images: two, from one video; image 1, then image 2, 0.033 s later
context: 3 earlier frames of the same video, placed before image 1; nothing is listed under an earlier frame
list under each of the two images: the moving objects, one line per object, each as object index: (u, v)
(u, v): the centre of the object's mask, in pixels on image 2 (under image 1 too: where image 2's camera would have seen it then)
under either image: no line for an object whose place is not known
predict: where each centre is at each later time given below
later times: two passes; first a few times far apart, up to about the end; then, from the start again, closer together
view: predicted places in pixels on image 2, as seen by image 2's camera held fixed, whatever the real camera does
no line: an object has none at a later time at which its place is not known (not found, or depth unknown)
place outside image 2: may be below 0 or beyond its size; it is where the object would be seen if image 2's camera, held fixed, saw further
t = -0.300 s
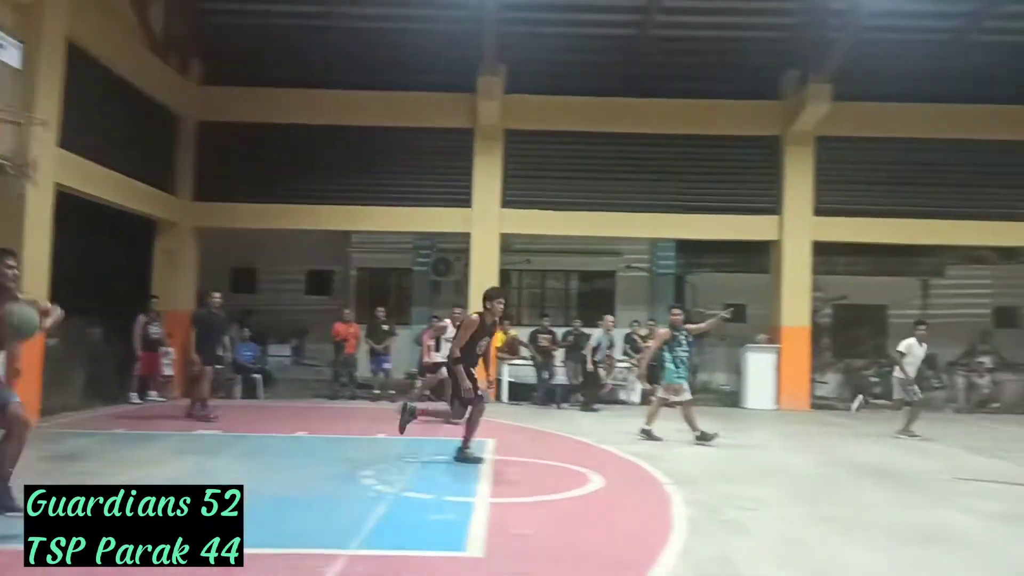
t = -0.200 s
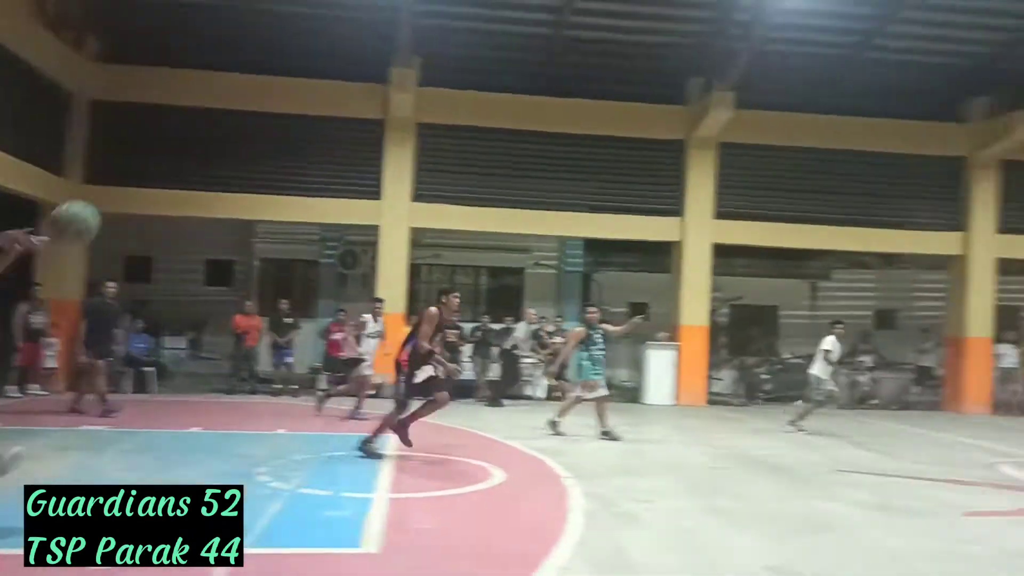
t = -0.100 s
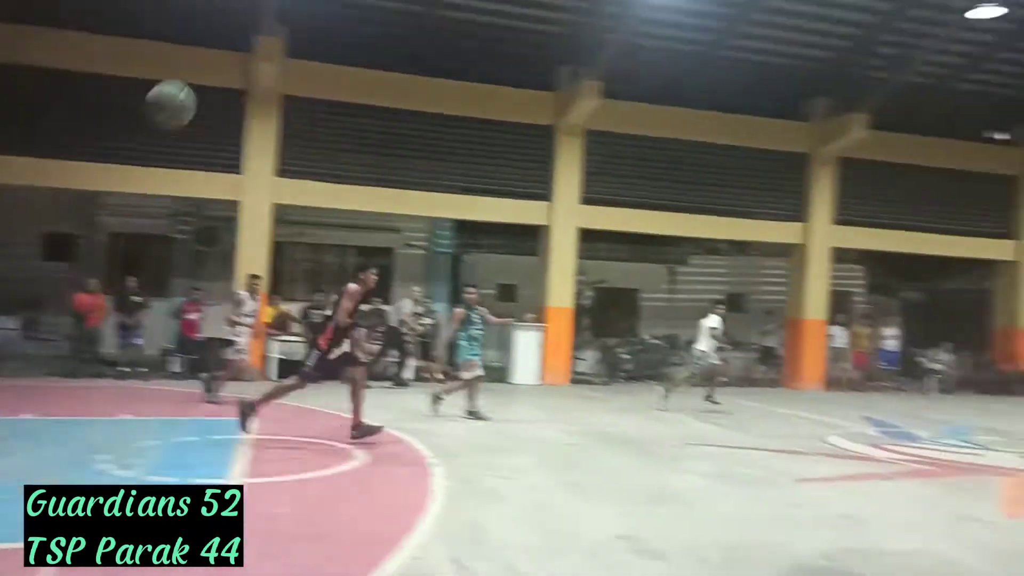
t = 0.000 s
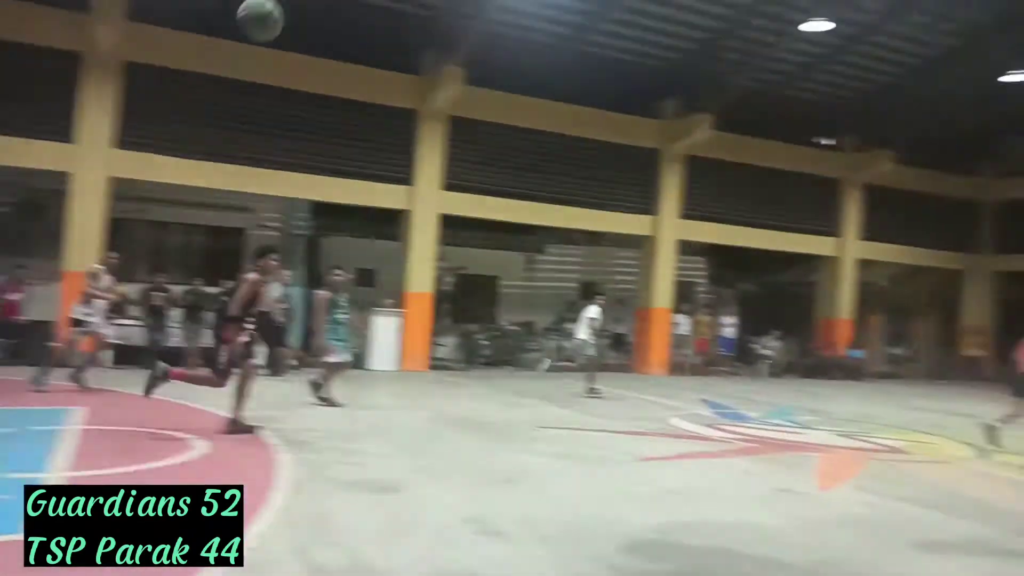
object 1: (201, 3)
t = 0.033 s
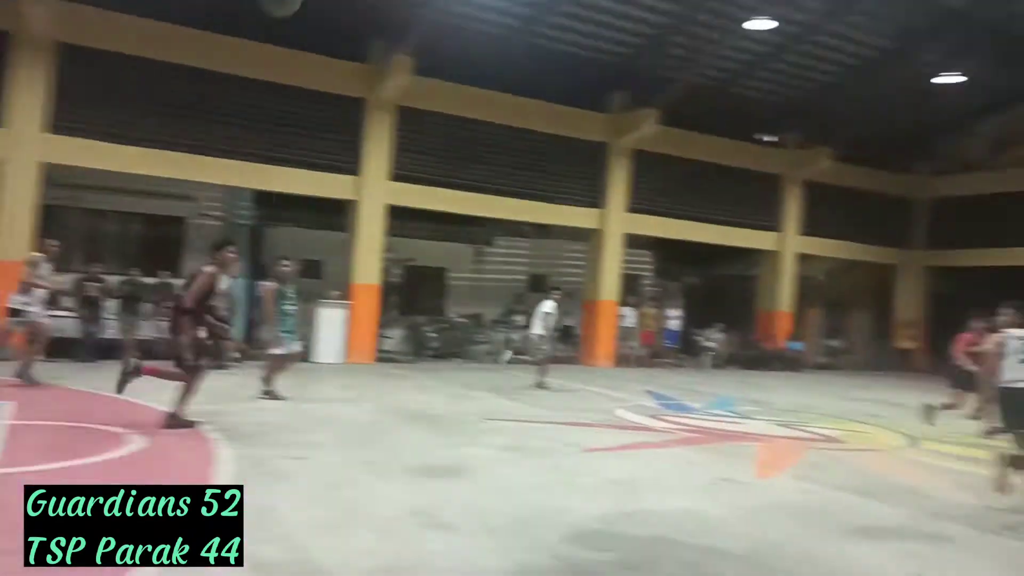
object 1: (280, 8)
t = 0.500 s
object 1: (888, 39)
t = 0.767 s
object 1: (1064, 126)
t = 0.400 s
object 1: (803, 14)
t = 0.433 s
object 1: (831, 22)
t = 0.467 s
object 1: (861, 31)
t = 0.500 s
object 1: (888, 39)
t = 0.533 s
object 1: (914, 49)
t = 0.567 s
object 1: (937, 59)
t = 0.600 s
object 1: (961, 69)
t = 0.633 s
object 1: (983, 80)
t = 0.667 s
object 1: (1004, 91)
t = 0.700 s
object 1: (1025, 102)
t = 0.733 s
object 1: (1043, 114)
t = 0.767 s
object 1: (1064, 126)
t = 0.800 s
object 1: (1079, 138)
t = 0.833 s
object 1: (1095, 150)
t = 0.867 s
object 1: (1112, 162)
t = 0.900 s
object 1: (1127, 176)
